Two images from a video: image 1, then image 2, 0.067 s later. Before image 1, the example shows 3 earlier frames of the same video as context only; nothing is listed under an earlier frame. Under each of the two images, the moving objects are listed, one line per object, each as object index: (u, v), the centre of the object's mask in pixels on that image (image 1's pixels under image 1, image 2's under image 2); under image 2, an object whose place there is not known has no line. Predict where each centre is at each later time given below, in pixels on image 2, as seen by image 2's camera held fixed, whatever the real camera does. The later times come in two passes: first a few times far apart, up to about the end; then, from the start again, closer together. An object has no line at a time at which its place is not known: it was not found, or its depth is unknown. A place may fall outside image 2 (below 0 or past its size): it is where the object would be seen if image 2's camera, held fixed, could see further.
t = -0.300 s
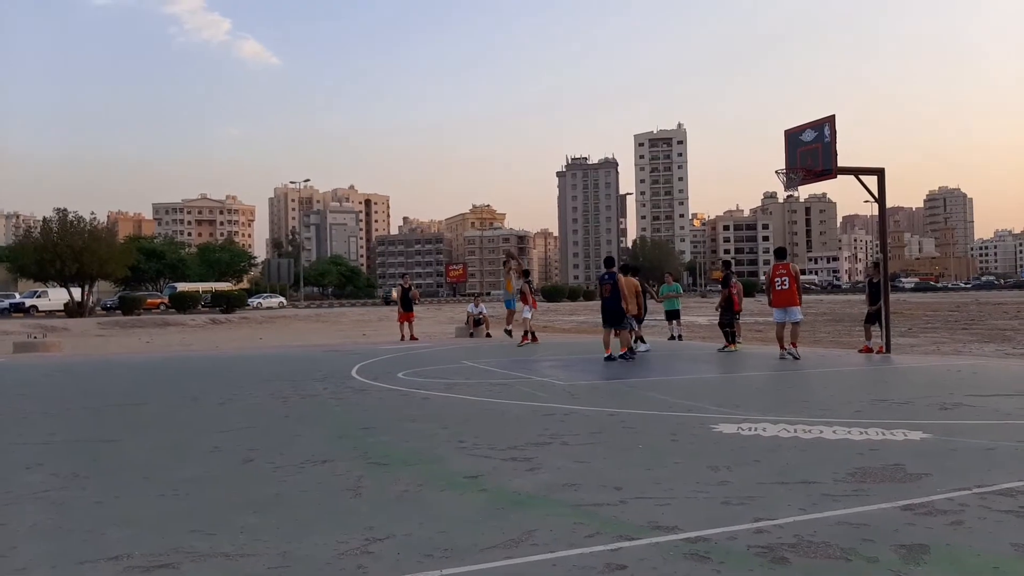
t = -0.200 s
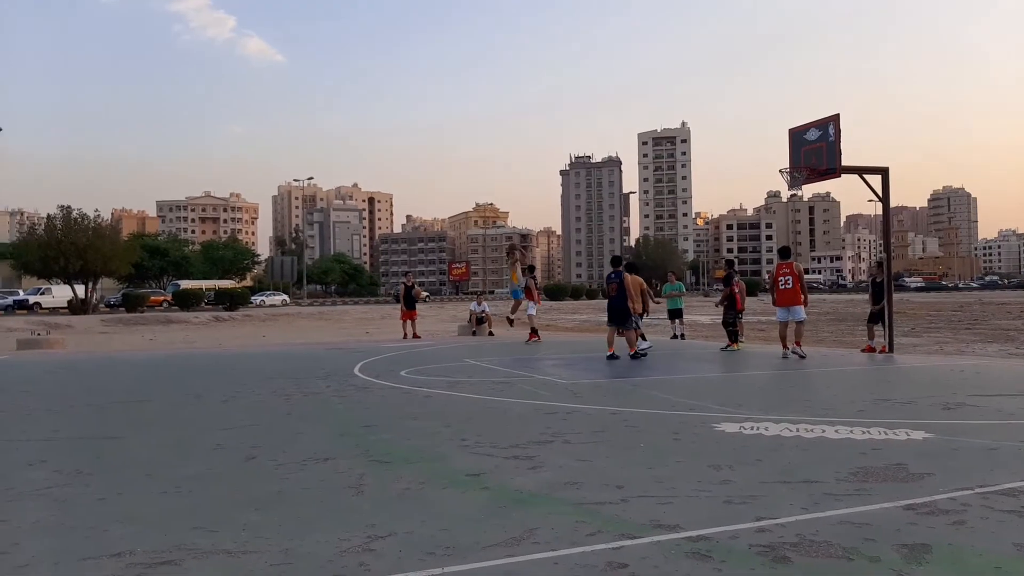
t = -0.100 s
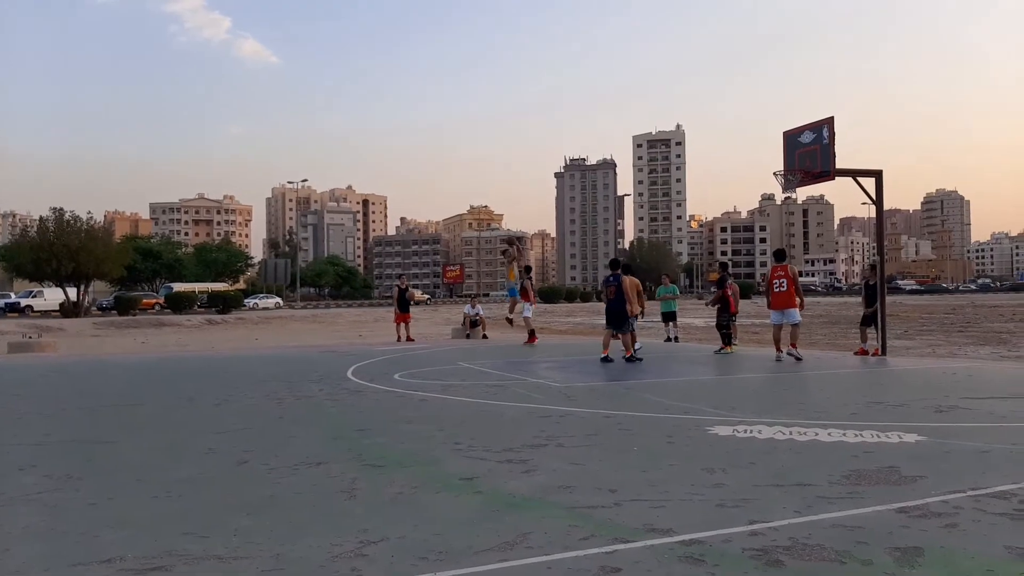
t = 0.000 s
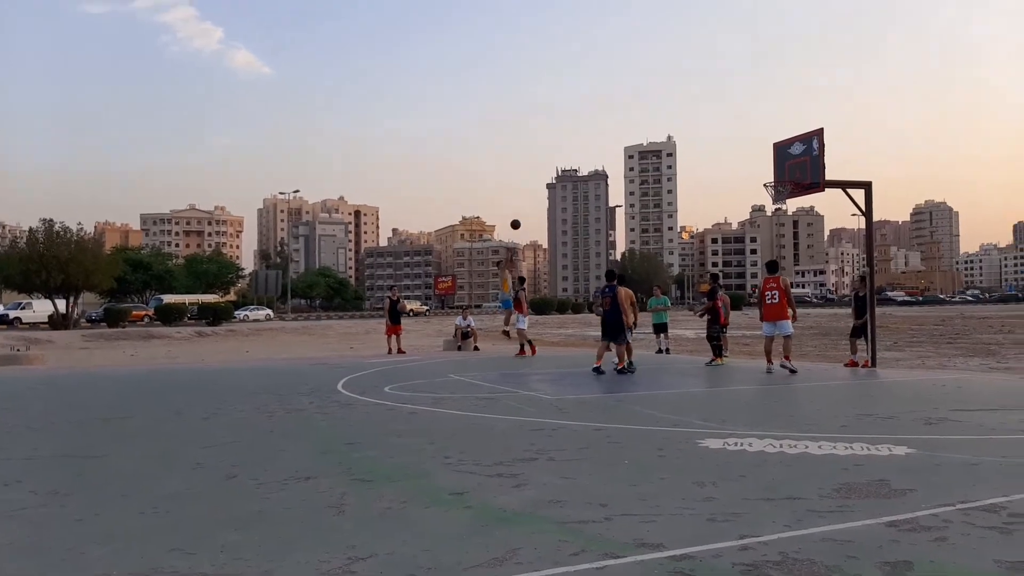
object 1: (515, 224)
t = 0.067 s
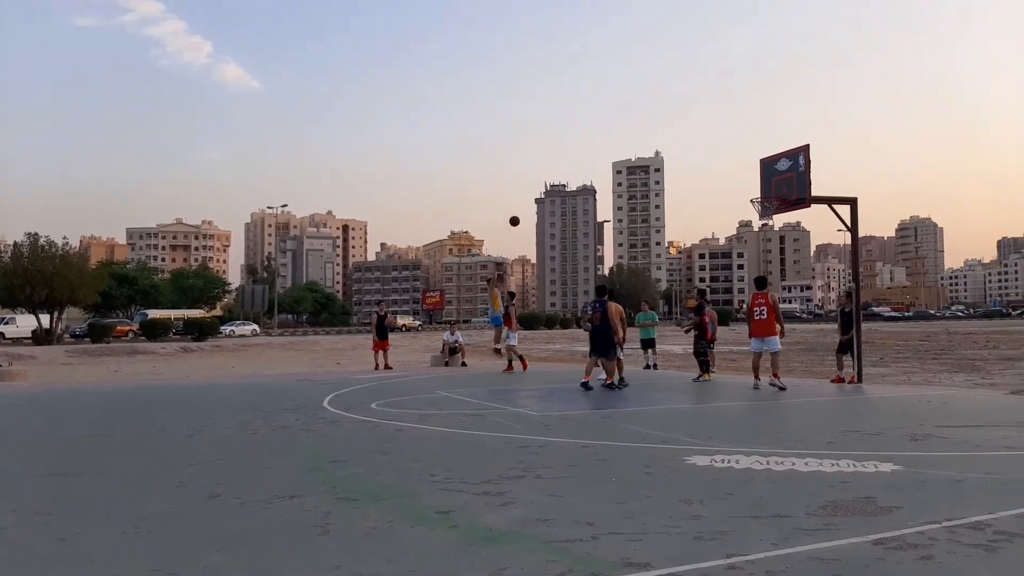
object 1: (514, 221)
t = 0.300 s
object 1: (553, 170)
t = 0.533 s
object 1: (595, 140)
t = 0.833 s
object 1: (659, 137)
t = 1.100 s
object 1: (726, 177)
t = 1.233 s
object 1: (754, 186)
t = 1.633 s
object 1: (806, 154)
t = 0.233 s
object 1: (542, 183)
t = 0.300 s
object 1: (553, 170)
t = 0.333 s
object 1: (558, 164)
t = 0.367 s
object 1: (563, 160)
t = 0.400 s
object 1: (569, 155)
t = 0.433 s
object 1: (575, 150)
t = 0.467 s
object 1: (582, 147)
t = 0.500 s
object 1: (588, 143)
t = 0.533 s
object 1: (595, 140)
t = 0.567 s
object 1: (601, 138)
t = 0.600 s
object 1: (608, 136)
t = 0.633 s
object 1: (615, 134)
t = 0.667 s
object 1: (622, 133)
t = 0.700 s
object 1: (629, 133)
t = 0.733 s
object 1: (636, 133)
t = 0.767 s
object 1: (643, 134)
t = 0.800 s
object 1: (651, 135)
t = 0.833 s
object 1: (659, 137)
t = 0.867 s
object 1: (667, 139)
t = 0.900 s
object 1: (674, 143)
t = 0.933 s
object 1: (682, 147)
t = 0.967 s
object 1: (690, 152)
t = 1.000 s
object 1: (699, 157)
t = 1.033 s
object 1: (708, 162)
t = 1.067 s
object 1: (717, 169)
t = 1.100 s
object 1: (726, 177)
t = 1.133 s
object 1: (736, 185)
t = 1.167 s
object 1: (745, 194)
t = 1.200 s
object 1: (750, 193)
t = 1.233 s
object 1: (754, 186)
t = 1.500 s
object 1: (787, 155)
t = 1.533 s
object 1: (791, 153)
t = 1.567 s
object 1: (796, 153)
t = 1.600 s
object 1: (801, 153)
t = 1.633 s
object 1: (806, 154)
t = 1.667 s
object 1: (811, 155)
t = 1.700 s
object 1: (815, 158)
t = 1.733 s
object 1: (820, 161)
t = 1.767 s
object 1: (825, 164)
